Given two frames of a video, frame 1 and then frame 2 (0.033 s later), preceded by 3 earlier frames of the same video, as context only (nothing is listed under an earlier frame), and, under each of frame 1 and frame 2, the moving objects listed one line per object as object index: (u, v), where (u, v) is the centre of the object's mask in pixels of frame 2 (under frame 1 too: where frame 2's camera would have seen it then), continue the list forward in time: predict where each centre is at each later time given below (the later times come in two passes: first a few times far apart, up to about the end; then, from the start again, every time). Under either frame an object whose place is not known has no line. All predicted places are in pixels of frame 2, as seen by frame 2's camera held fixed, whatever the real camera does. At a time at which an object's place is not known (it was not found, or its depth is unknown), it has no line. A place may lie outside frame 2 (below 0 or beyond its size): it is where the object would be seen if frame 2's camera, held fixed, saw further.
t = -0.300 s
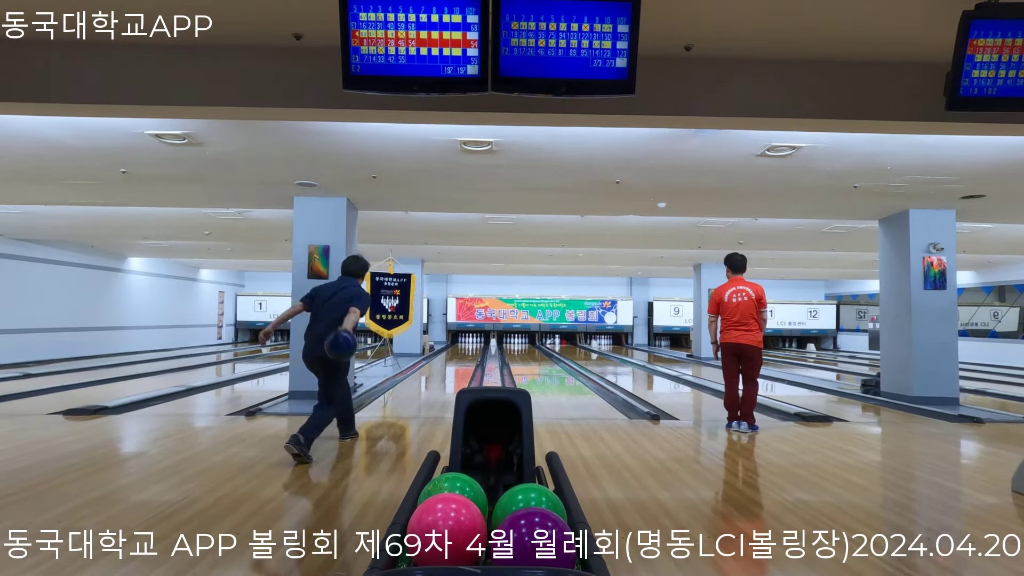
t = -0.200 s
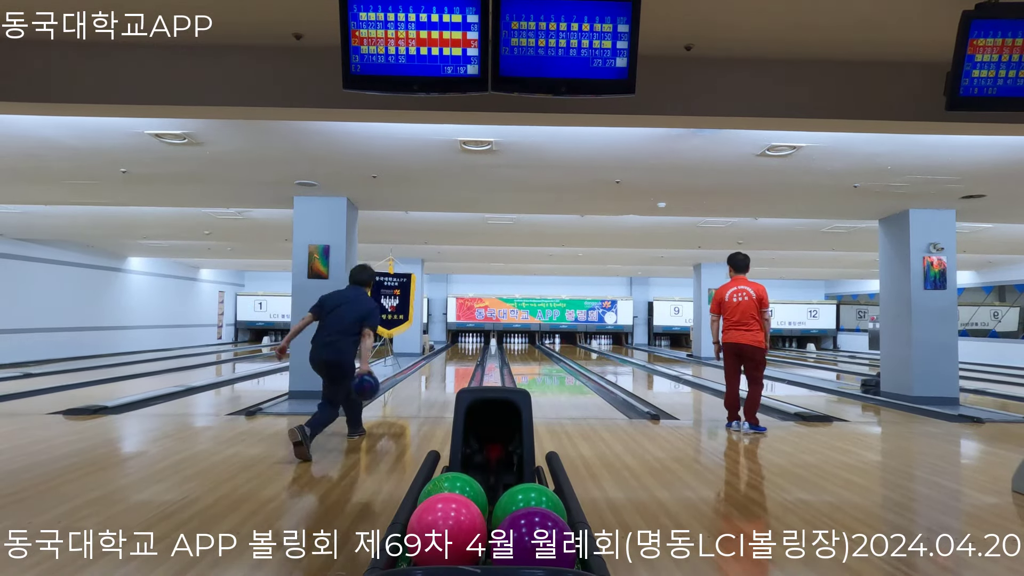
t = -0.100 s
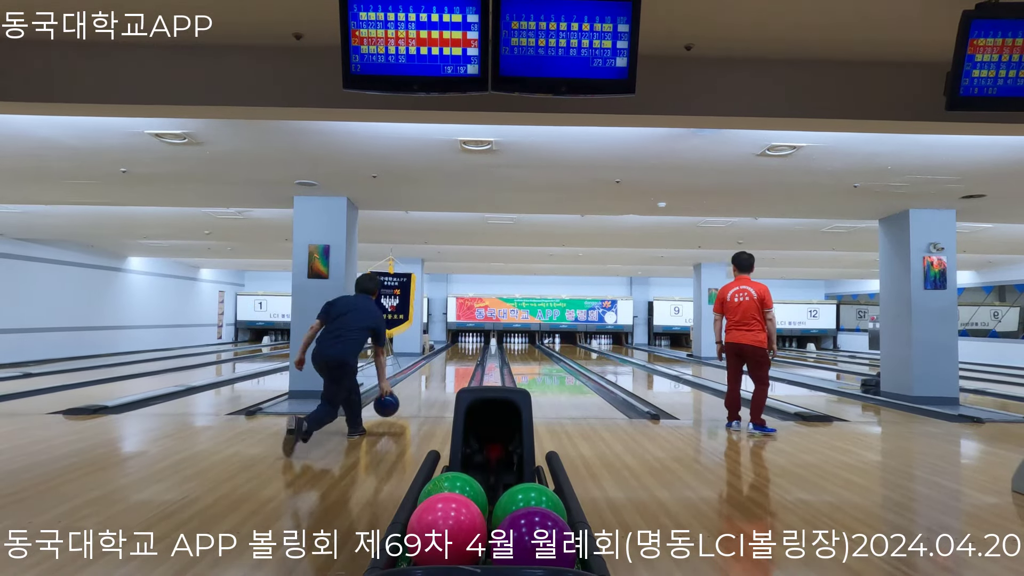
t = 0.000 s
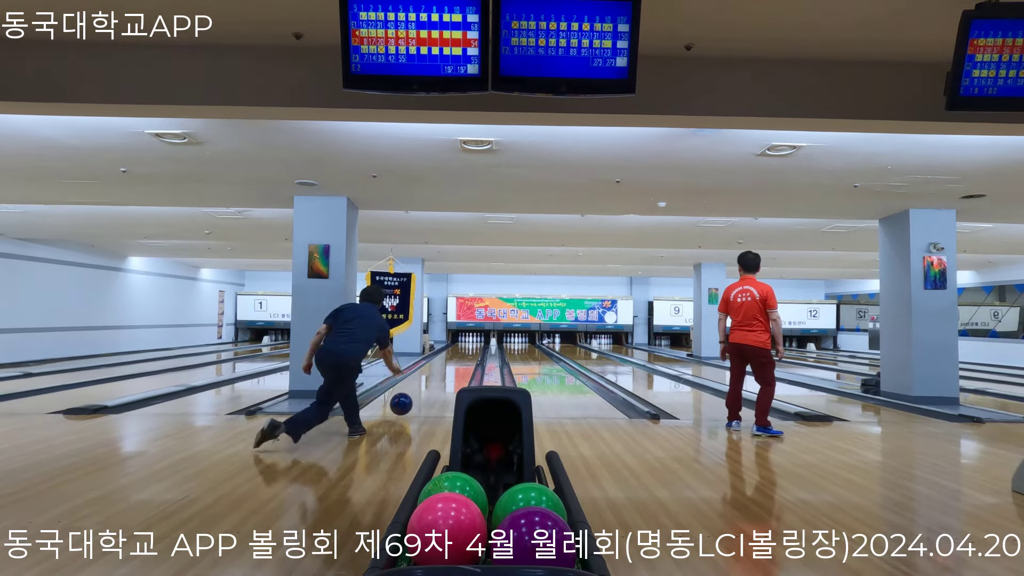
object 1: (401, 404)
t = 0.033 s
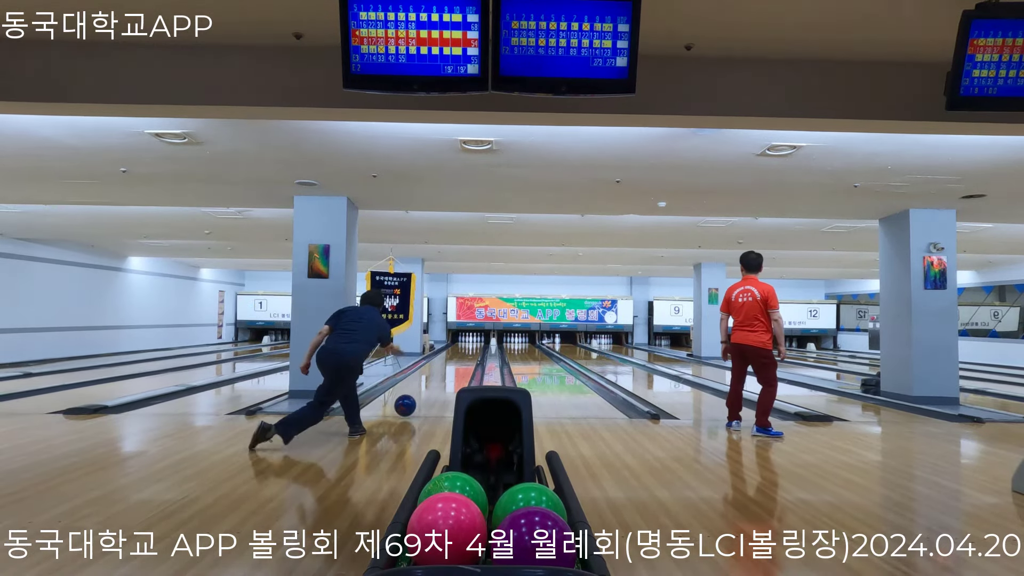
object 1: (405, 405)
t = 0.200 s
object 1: (421, 394)
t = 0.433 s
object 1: (437, 380)
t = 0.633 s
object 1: (447, 372)
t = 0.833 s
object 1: (453, 366)
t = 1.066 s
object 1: (460, 360)
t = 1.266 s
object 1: (464, 356)
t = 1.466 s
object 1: (468, 352)
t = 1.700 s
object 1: (471, 350)
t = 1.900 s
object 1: (474, 348)
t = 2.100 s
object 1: (475, 347)
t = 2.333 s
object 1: (476, 344)
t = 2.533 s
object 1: (477, 342)
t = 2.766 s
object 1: (478, 341)
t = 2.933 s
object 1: (477, 340)
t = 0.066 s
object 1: (409, 404)
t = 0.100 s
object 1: (412, 401)
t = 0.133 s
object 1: (416, 399)
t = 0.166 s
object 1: (419, 396)
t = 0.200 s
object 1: (421, 394)
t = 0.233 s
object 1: (424, 391)
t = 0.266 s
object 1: (426, 388)
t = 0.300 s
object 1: (429, 387)
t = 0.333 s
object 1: (431, 385)
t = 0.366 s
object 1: (433, 383)
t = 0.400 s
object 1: (435, 382)
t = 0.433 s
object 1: (437, 380)
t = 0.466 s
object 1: (439, 378)
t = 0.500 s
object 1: (440, 377)
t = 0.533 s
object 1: (443, 375)
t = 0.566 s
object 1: (444, 374)
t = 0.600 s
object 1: (446, 373)
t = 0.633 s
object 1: (447, 372)
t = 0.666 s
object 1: (448, 371)
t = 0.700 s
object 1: (449, 370)
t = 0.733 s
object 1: (450, 369)
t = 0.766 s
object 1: (451, 368)
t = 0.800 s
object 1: (452, 367)
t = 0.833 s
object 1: (453, 366)
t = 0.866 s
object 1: (455, 365)
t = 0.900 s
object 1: (456, 364)
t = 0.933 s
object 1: (457, 363)
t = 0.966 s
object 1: (458, 362)
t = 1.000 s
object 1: (458, 362)
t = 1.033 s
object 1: (460, 361)
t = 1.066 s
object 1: (460, 360)
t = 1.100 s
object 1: (461, 359)
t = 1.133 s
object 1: (461, 358)
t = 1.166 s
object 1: (462, 358)
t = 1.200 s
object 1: (463, 357)
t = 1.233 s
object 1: (463, 356)
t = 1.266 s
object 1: (464, 356)
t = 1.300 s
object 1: (465, 355)
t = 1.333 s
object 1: (465, 354)
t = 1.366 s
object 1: (466, 354)
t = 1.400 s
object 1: (467, 353)
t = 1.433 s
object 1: (467, 353)
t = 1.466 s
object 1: (468, 352)
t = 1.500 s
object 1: (468, 352)
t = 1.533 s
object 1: (468, 352)
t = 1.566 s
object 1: (469, 352)
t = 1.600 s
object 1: (470, 351)
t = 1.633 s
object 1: (471, 350)
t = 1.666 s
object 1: (470, 350)
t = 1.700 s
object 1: (471, 350)
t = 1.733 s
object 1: (472, 349)
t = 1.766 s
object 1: (472, 349)
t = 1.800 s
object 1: (472, 348)
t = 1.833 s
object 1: (473, 348)
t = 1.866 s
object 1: (473, 348)
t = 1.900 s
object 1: (474, 348)
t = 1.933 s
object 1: (474, 348)
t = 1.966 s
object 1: (474, 347)
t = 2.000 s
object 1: (474, 347)
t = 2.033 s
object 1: (474, 347)
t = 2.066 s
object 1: (475, 347)
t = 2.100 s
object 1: (475, 347)
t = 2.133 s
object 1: (475, 347)
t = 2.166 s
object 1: (475, 346)
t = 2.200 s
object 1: (475, 346)
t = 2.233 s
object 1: (475, 345)
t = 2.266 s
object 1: (475, 345)
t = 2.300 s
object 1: (476, 344)
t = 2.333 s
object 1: (476, 344)
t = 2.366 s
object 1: (476, 343)
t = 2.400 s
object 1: (477, 343)
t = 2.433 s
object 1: (476, 343)
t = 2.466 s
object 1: (476, 343)
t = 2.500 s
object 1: (477, 342)
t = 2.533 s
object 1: (477, 342)
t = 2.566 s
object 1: (478, 341)
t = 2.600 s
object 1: (478, 341)
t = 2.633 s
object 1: (478, 341)
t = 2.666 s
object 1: (478, 341)
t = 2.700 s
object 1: (479, 341)
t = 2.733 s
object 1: (477, 341)
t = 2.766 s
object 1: (478, 341)
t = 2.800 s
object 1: (479, 340)
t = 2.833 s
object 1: (478, 340)
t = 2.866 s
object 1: (479, 339)
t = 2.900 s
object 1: (477, 339)
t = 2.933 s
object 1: (477, 340)
